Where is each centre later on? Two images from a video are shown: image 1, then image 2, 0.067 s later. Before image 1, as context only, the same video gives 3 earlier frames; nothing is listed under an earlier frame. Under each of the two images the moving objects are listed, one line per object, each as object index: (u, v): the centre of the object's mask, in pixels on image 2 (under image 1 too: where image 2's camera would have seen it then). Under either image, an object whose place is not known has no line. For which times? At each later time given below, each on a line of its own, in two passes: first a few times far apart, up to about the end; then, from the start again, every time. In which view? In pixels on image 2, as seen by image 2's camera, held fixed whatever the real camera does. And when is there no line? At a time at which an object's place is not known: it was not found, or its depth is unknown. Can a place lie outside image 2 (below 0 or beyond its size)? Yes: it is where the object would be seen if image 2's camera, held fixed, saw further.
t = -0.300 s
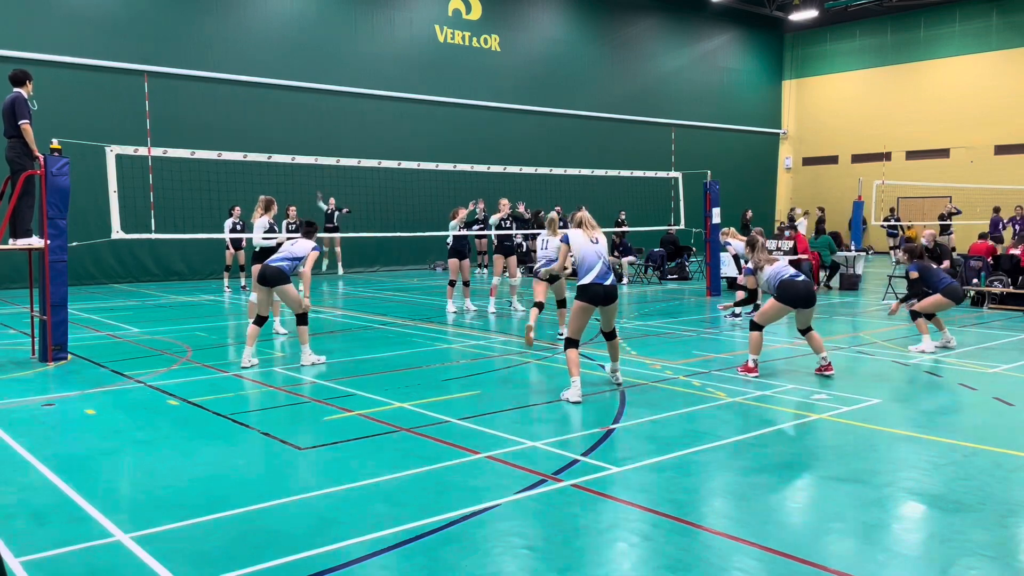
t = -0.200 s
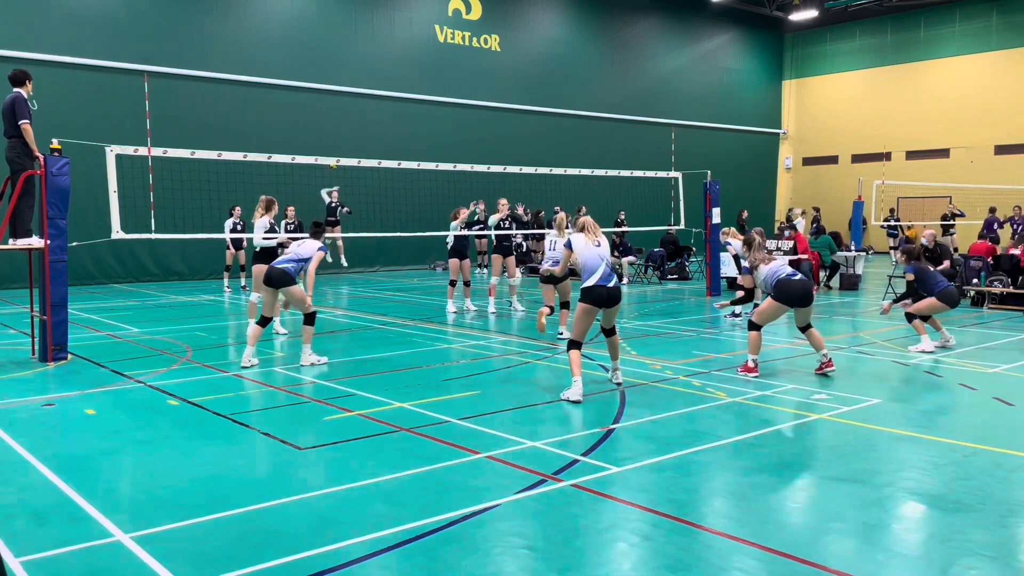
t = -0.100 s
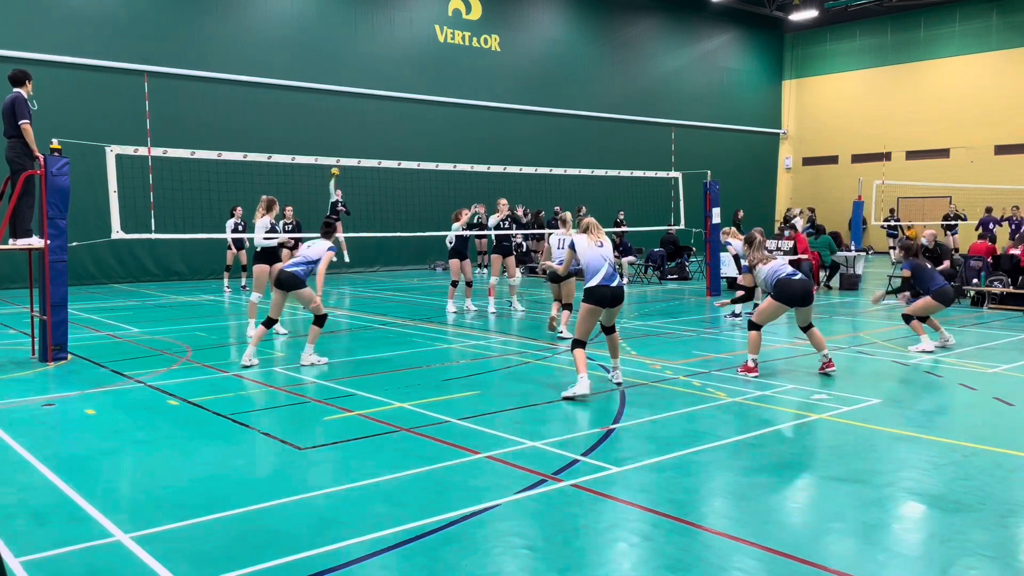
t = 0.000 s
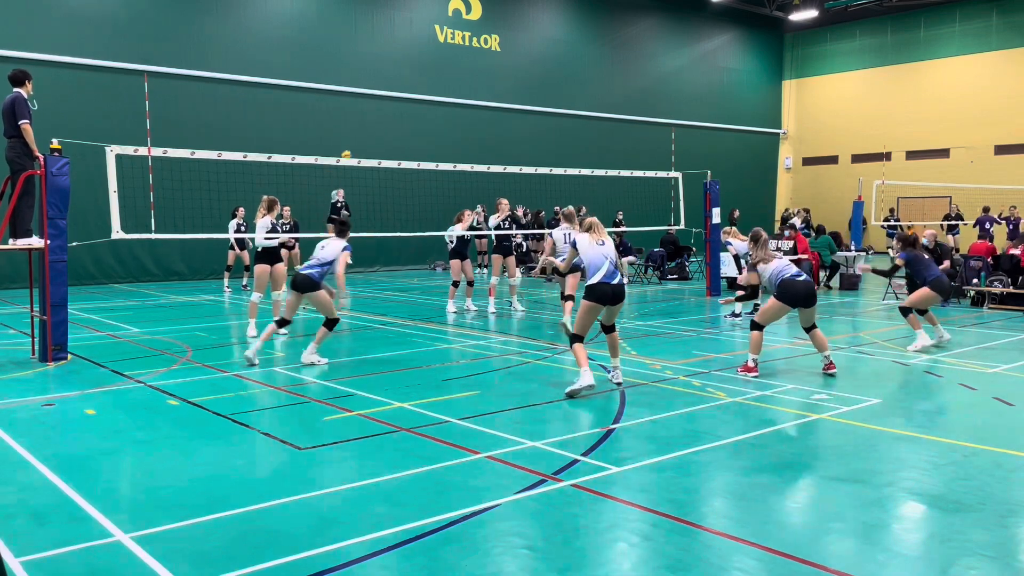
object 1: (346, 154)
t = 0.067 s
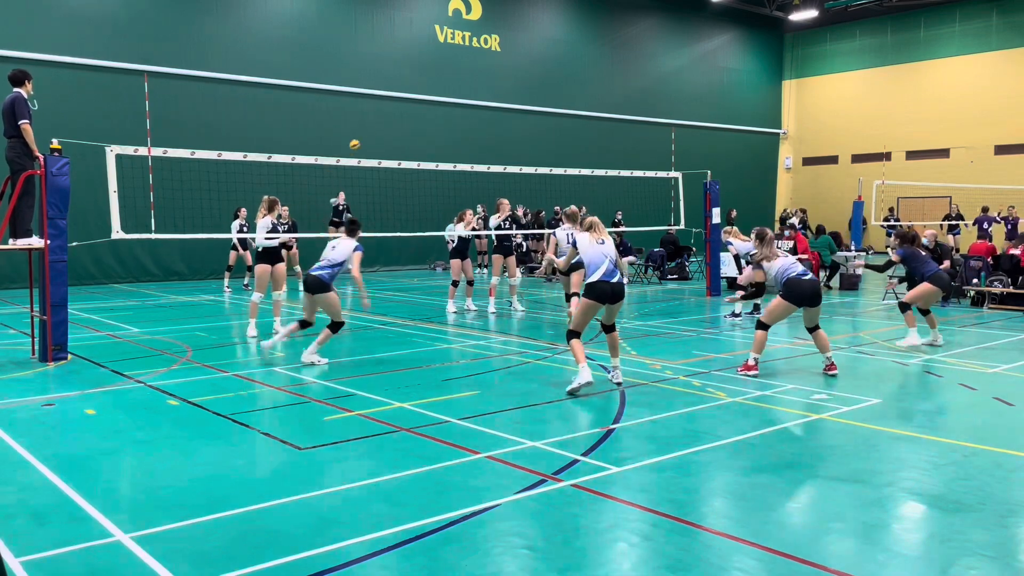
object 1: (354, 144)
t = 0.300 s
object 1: (391, 116)
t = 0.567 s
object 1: (453, 127)
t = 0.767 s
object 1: (516, 180)
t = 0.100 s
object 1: (359, 139)
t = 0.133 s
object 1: (364, 134)
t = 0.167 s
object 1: (368, 129)
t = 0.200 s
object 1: (373, 125)
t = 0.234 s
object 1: (379, 121)
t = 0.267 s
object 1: (385, 118)
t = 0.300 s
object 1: (391, 116)
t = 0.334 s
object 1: (398, 114)
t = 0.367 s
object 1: (405, 113)
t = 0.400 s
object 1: (412, 113)
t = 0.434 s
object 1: (420, 114)
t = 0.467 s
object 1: (427, 116)
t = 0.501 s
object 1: (436, 119)
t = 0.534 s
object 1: (444, 122)
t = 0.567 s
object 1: (453, 127)
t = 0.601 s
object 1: (462, 133)
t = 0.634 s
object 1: (471, 139)
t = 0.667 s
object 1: (481, 147)
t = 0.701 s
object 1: (492, 156)
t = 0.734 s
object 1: (503, 167)
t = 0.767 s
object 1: (516, 180)
